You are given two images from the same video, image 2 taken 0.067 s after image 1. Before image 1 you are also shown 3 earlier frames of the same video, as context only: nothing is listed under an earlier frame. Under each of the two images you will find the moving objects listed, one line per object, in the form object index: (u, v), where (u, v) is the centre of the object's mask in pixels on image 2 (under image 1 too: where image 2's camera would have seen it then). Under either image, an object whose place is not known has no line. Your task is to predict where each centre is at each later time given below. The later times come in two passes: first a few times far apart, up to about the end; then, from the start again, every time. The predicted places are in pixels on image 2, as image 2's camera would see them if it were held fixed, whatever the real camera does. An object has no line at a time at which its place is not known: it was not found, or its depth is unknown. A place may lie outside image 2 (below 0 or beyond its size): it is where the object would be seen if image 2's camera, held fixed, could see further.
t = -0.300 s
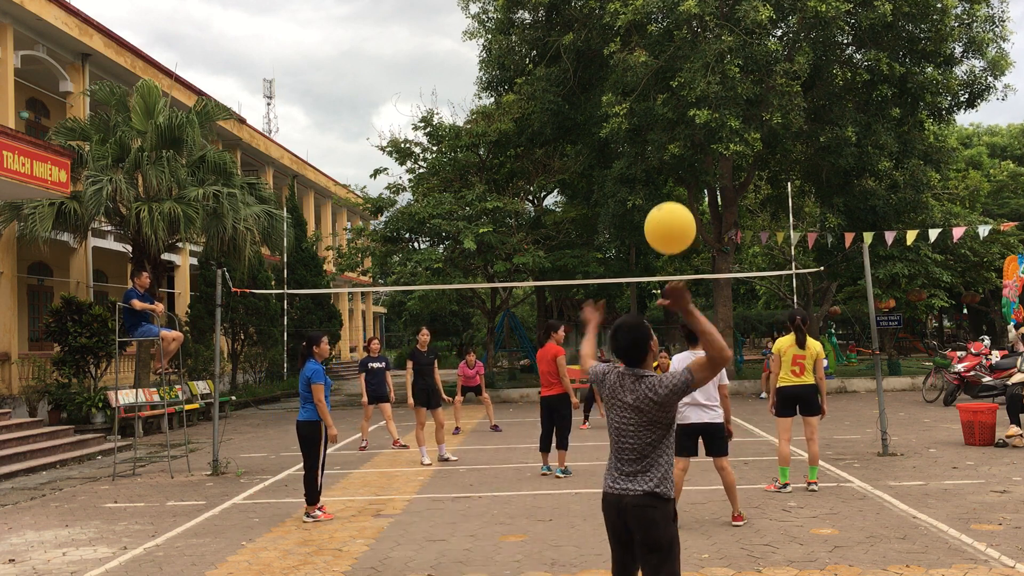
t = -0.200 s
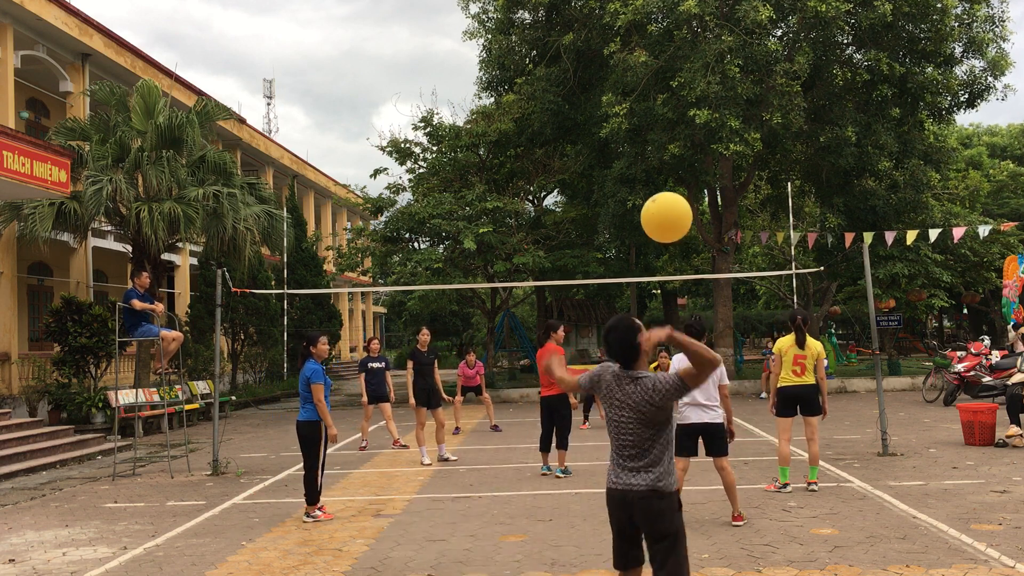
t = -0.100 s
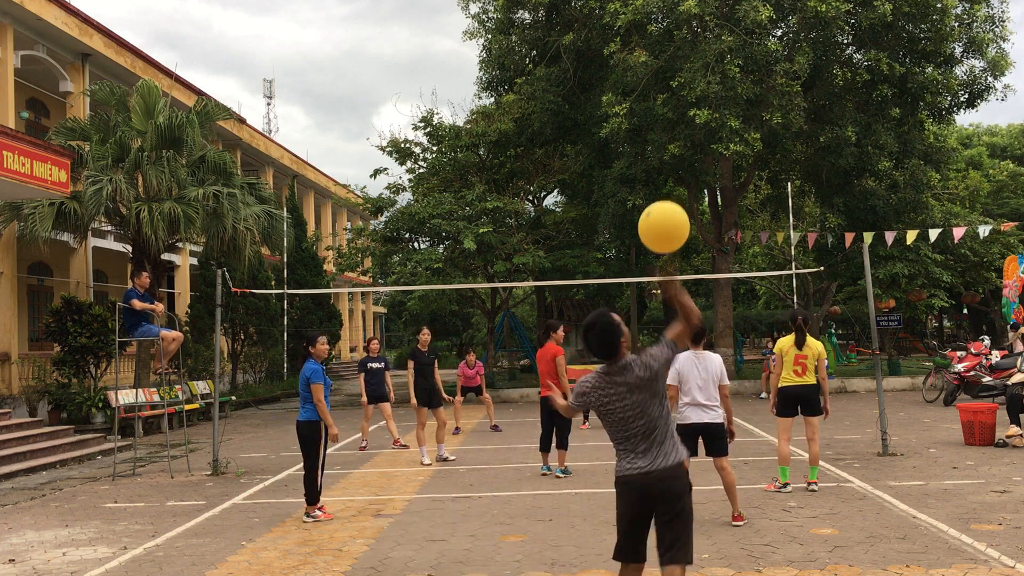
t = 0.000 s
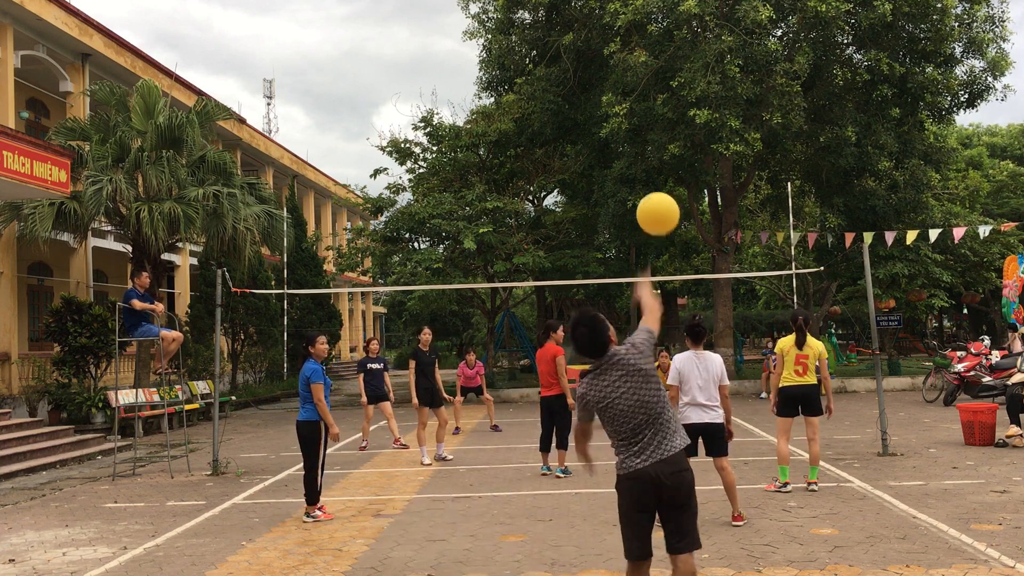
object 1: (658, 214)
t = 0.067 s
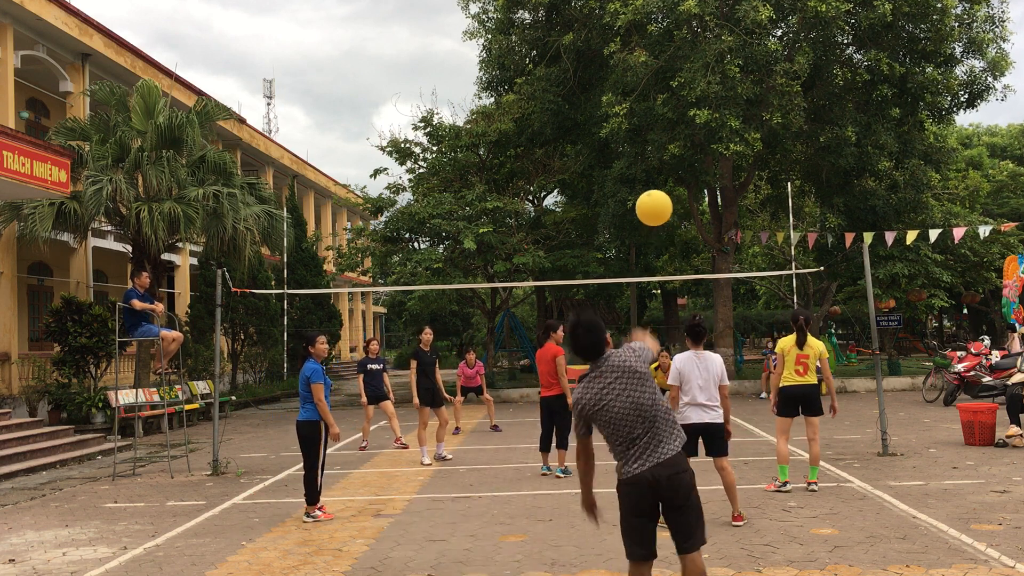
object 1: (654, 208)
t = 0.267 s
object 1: (648, 228)
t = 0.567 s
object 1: (651, 296)
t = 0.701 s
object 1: (663, 342)
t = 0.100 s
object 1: (652, 209)
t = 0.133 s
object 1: (651, 211)
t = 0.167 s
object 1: (650, 214)
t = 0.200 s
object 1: (649, 218)
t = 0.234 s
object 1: (648, 222)
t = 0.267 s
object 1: (648, 228)
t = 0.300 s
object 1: (648, 234)
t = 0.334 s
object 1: (648, 240)
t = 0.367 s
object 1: (648, 248)
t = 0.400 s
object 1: (648, 255)
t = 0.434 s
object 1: (649, 263)
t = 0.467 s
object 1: (649, 271)
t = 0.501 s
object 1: (650, 280)
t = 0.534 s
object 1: (650, 288)
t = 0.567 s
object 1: (651, 296)
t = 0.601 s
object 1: (654, 304)
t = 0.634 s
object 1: (658, 315)
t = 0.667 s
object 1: (660, 328)
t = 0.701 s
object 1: (663, 342)
